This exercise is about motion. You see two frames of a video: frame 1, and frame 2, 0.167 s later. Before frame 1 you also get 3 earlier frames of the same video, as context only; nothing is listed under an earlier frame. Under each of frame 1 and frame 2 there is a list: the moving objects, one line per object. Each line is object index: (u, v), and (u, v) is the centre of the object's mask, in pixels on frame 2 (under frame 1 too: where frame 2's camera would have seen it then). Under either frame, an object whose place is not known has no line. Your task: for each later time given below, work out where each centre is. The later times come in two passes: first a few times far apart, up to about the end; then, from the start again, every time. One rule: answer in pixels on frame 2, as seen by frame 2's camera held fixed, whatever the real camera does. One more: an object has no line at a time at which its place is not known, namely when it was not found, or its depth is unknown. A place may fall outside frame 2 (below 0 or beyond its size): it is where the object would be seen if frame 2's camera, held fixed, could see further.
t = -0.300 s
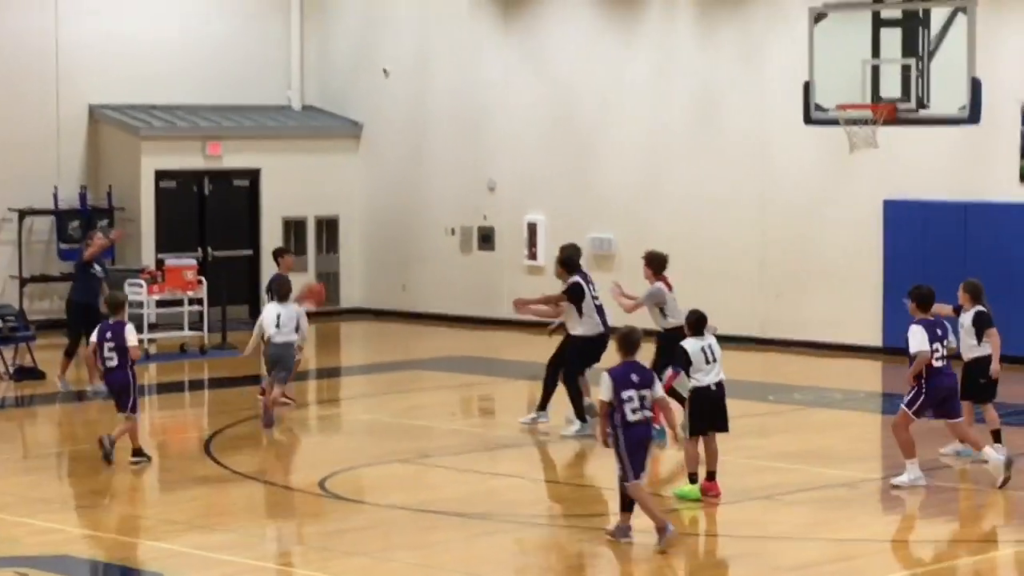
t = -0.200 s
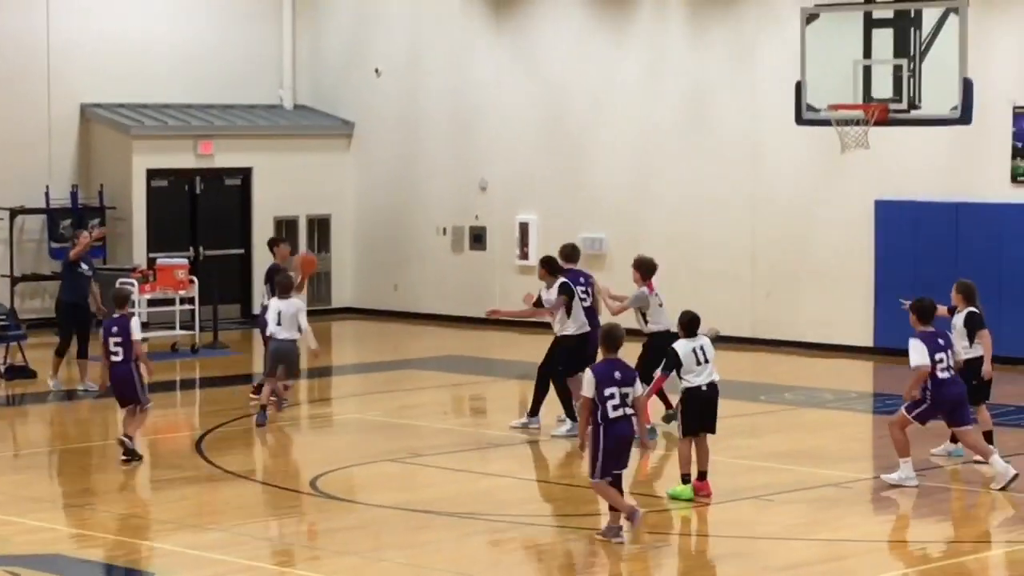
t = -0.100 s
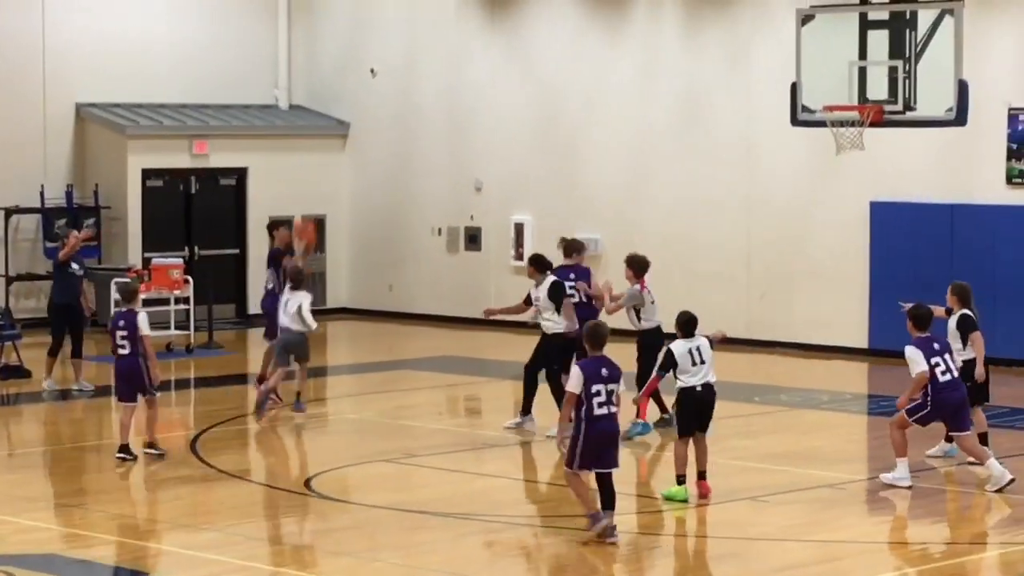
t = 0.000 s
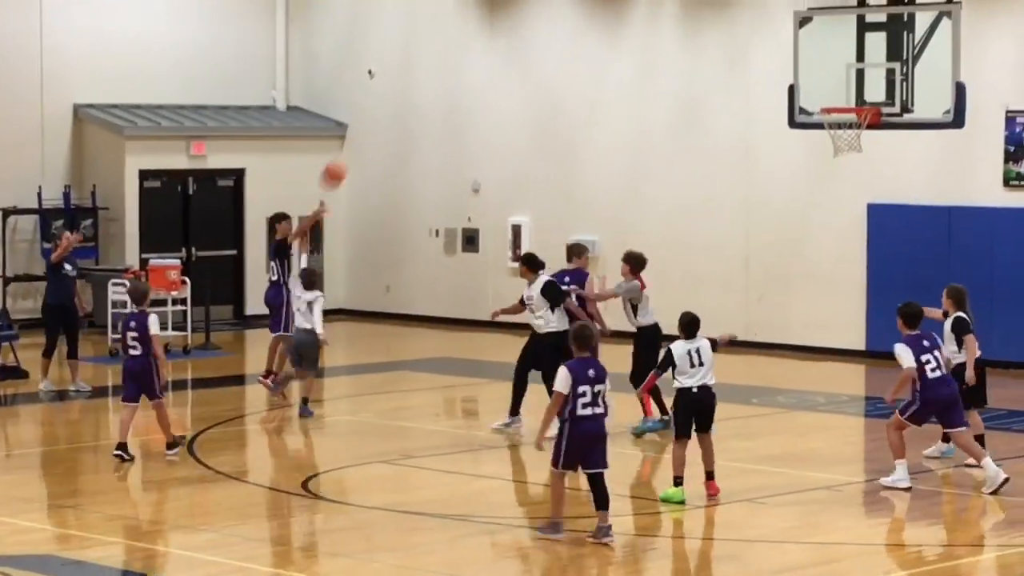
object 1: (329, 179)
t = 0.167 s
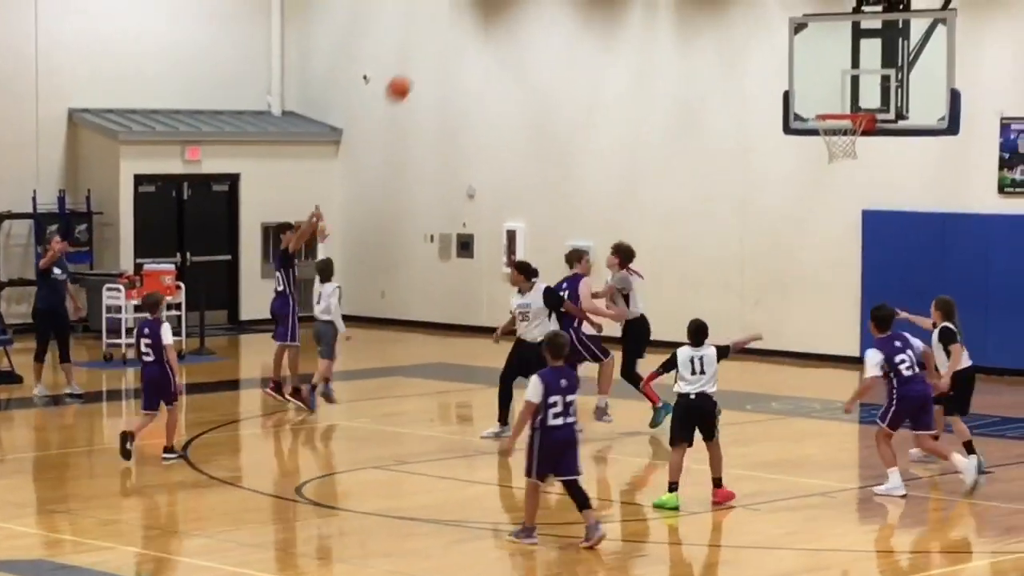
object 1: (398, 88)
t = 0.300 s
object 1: (455, 34)
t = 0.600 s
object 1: (585, -18)
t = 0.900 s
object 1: (720, 3)
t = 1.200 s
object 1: (849, 116)
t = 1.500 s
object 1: (833, 160)
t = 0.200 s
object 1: (413, 73)
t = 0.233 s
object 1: (427, 59)
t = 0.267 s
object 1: (440, 46)
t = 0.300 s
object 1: (455, 34)
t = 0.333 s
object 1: (468, 23)
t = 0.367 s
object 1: (483, 13)
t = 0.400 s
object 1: (497, 4)
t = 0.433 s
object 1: (511, -1)
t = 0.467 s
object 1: (526, -5)
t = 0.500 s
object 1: (541, -9)
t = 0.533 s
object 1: (555, -12)
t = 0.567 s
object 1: (570, -15)
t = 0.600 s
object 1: (585, -18)
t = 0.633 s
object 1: (599, -20)
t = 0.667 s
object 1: (614, -23)
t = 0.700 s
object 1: (628, -25)
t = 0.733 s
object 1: (644, -25)
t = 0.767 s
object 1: (658, -22)
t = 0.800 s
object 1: (674, -17)
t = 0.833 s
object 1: (689, -11)
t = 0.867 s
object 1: (704, -4)
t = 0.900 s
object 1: (720, 3)
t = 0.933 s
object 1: (734, 13)
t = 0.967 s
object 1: (749, 24)
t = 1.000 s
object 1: (764, 35)
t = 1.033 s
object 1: (777, 48)
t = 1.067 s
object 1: (794, 63)
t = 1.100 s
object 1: (809, 78)
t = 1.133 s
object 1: (824, 96)
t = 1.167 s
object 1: (837, 109)
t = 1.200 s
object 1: (849, 116)
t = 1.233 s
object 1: (859, 122)
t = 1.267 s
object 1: (862, 127)
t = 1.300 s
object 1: (862, 130)
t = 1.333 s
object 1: (857, 136)
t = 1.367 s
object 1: (851, 140)
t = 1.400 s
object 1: (847, 144)
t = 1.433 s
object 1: (842, 149)
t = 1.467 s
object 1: (838, 154)
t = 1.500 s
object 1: (833, 160)
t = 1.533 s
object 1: (828, 167)
